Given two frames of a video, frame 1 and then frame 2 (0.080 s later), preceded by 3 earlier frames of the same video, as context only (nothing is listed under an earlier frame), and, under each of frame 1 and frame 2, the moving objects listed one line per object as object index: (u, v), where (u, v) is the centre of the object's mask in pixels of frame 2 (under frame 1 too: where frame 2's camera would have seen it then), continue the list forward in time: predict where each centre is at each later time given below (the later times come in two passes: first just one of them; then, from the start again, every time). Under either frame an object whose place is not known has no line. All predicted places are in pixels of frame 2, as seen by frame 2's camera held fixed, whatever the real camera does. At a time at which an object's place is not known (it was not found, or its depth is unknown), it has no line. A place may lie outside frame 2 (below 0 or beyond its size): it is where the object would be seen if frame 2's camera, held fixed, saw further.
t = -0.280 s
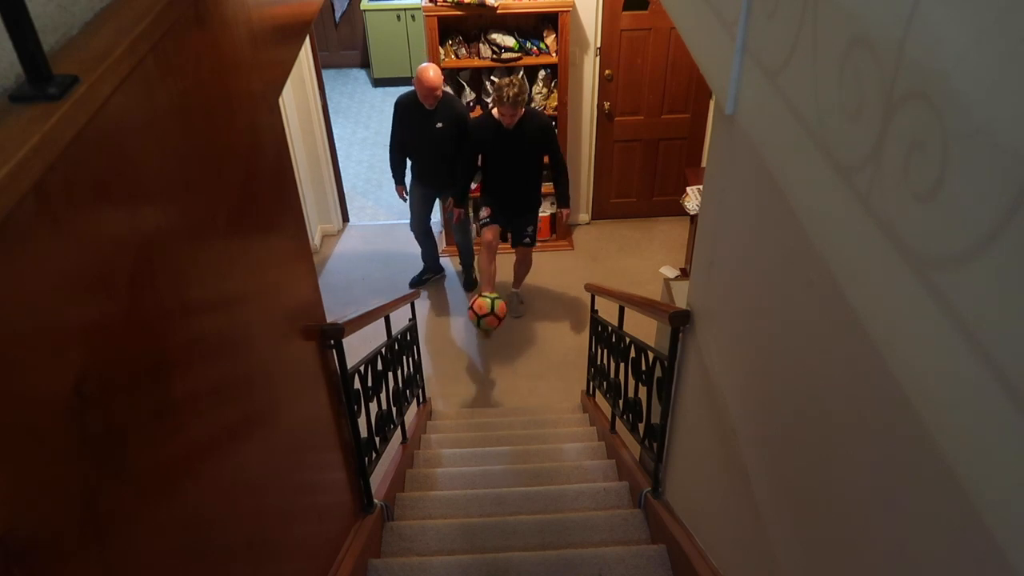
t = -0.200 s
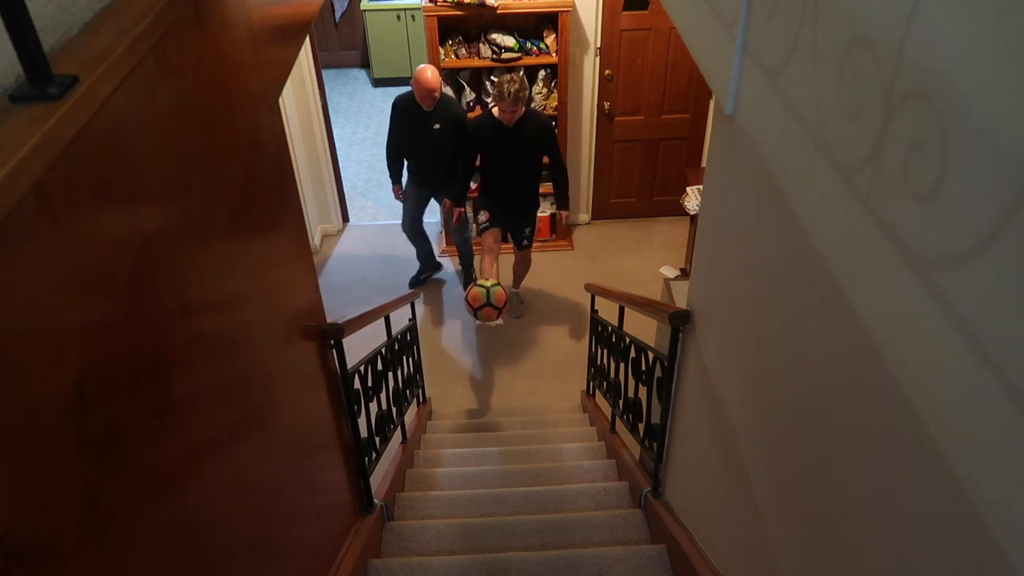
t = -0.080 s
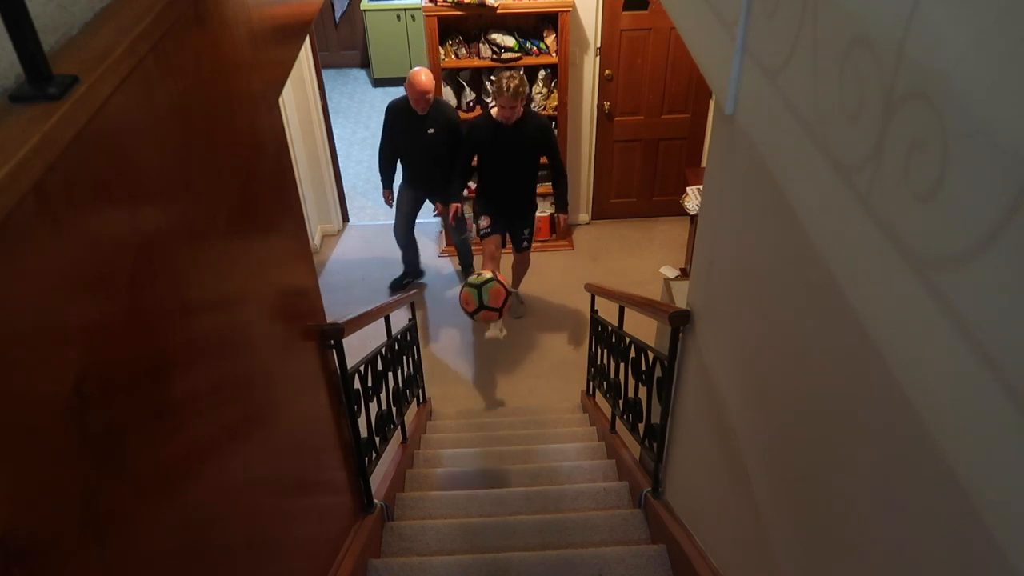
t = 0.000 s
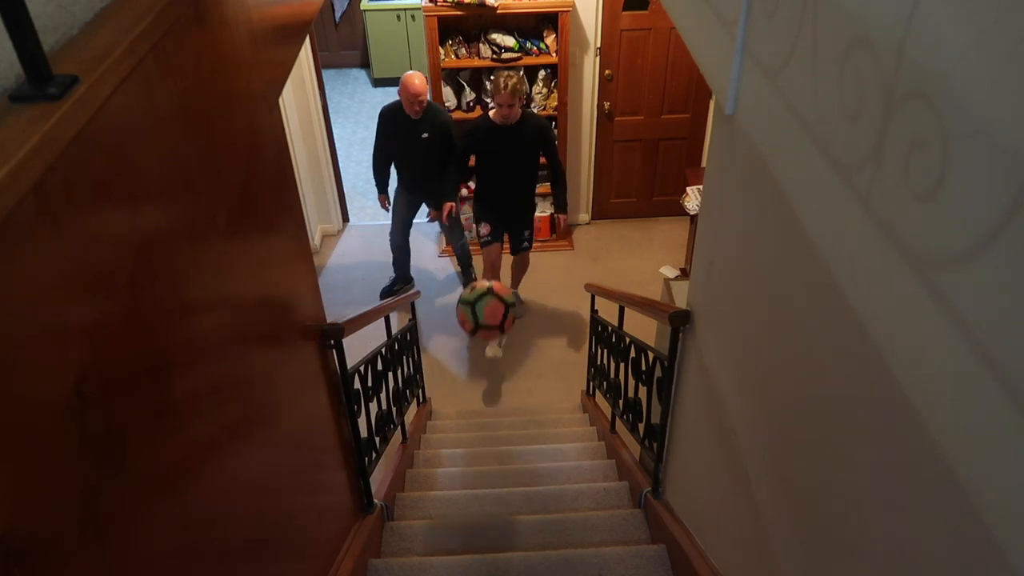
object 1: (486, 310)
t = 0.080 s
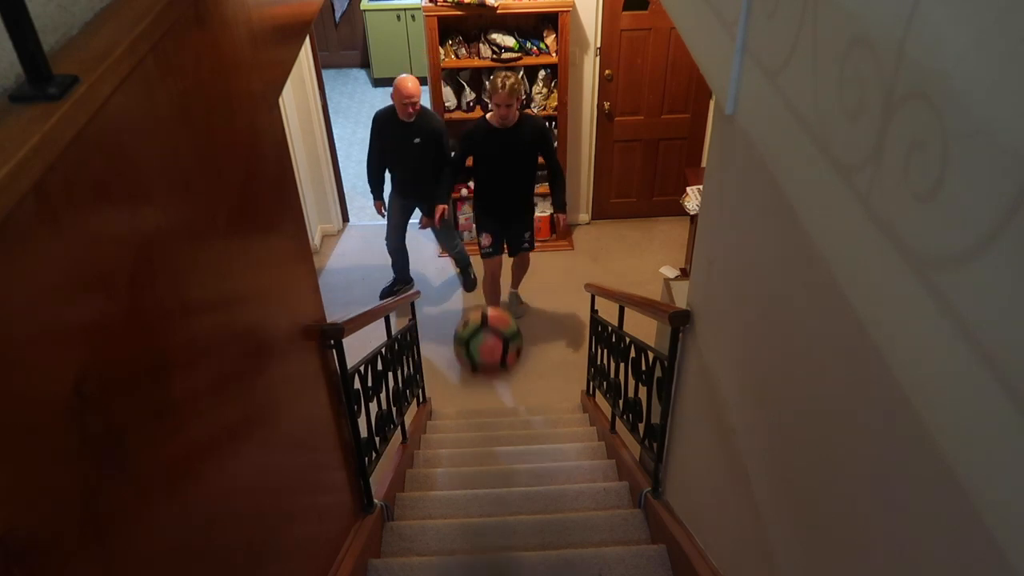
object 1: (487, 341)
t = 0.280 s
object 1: (499, 547)
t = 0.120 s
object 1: (489, 367)
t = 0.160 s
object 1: (491, 401)
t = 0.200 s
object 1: (493, 445)
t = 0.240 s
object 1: (496, 502)
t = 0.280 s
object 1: (499, 547)
